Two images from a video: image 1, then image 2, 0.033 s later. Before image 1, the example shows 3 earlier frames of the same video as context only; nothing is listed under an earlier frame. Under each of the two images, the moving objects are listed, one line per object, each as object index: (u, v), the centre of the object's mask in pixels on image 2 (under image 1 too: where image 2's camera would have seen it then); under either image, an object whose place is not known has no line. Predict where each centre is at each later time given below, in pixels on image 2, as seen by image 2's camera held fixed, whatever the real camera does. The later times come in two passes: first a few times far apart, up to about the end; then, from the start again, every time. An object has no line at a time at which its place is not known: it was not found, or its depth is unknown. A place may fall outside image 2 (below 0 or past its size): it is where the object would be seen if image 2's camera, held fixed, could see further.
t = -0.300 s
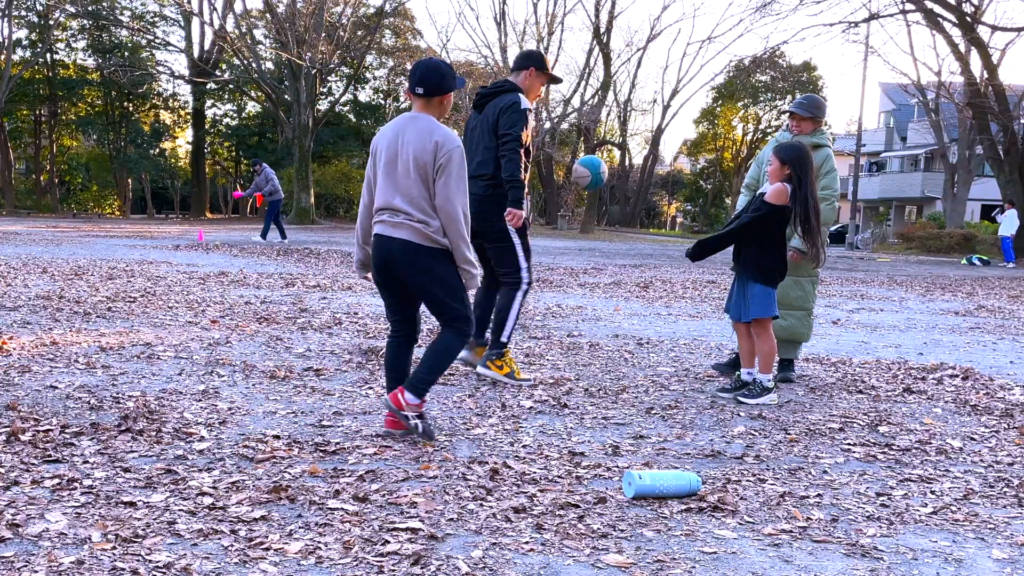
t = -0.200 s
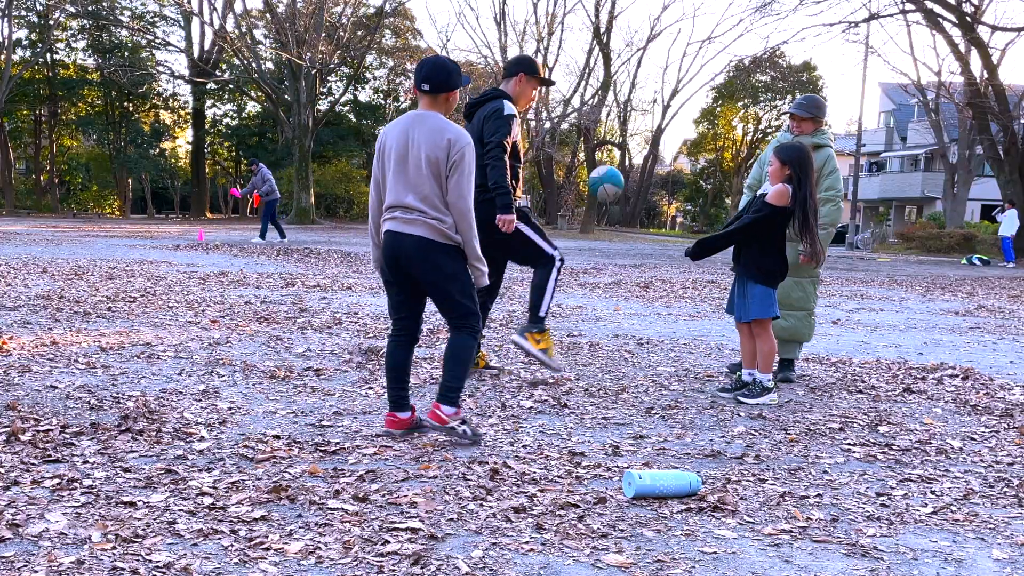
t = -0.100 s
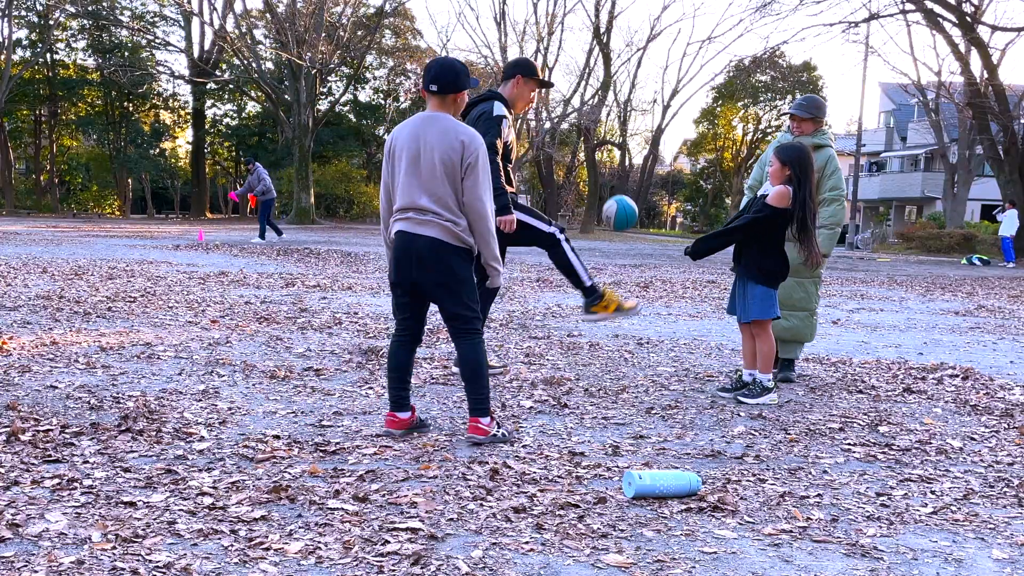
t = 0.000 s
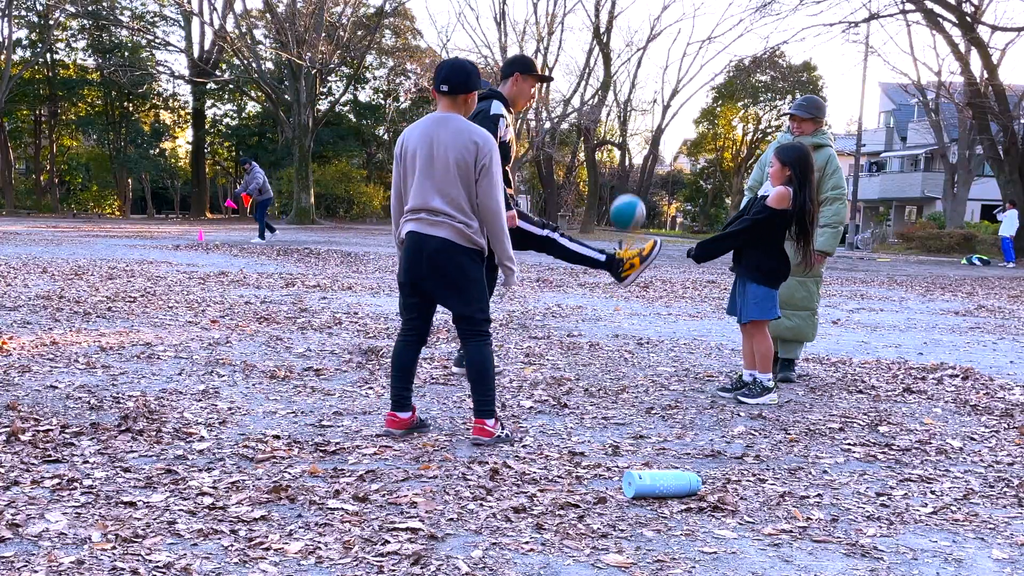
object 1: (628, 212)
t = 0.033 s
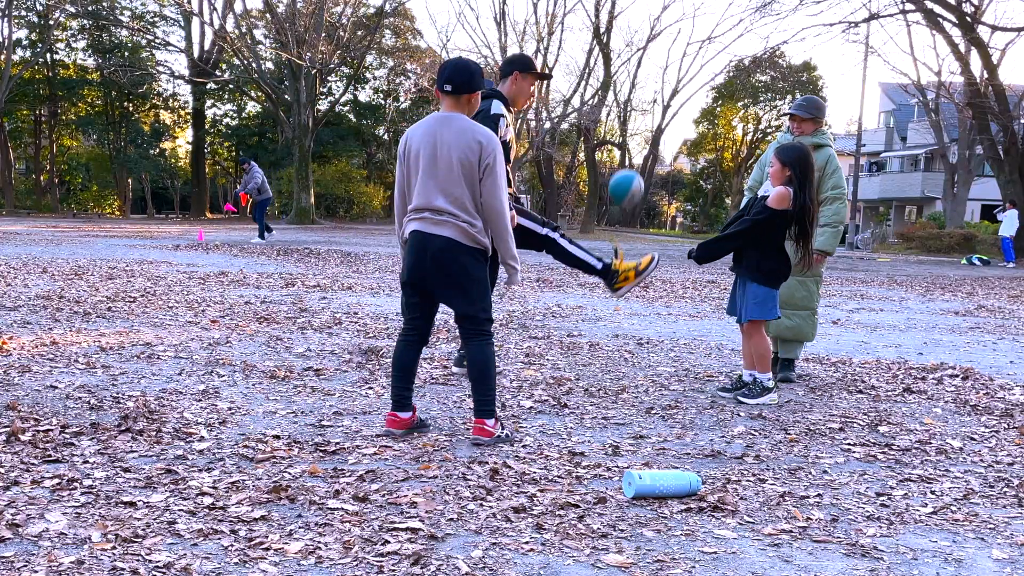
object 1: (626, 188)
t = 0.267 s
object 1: (613, 72)
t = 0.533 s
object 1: (593, 74)
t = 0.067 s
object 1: (624, 165)
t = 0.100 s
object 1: (622, 143)
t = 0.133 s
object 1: (621, 125)
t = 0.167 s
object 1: (619, 109)
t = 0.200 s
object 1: (617, 94)
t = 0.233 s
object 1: (615, 82)
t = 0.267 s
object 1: (613, 72)
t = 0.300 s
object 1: (610, 64)
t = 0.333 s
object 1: (608, 59)
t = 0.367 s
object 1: (605, 56)
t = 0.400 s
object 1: (603, 55)
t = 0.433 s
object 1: (600, 57)
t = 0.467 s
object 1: (598, 60)
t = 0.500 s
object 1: (595, 66)
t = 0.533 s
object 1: (593, 74)
